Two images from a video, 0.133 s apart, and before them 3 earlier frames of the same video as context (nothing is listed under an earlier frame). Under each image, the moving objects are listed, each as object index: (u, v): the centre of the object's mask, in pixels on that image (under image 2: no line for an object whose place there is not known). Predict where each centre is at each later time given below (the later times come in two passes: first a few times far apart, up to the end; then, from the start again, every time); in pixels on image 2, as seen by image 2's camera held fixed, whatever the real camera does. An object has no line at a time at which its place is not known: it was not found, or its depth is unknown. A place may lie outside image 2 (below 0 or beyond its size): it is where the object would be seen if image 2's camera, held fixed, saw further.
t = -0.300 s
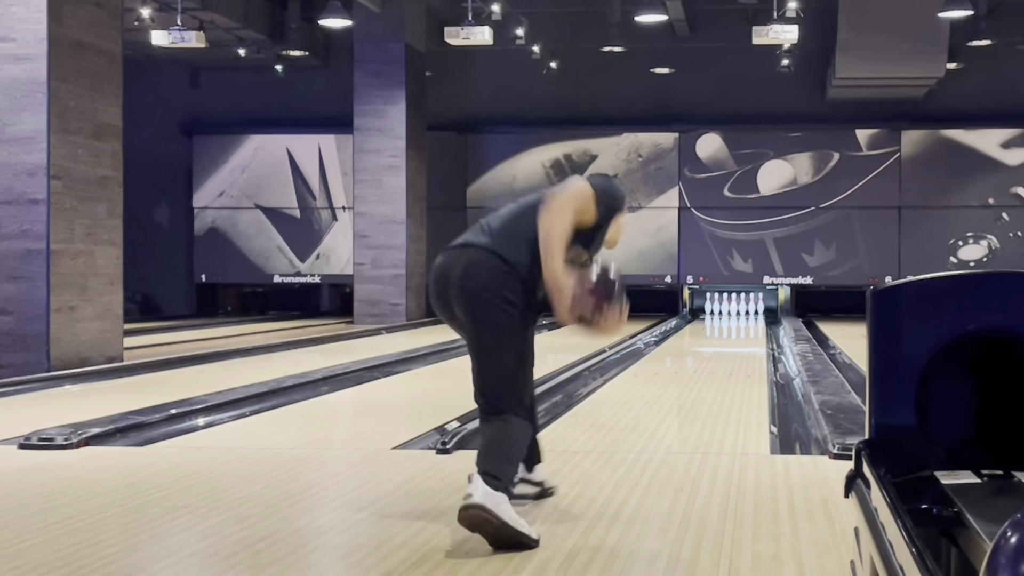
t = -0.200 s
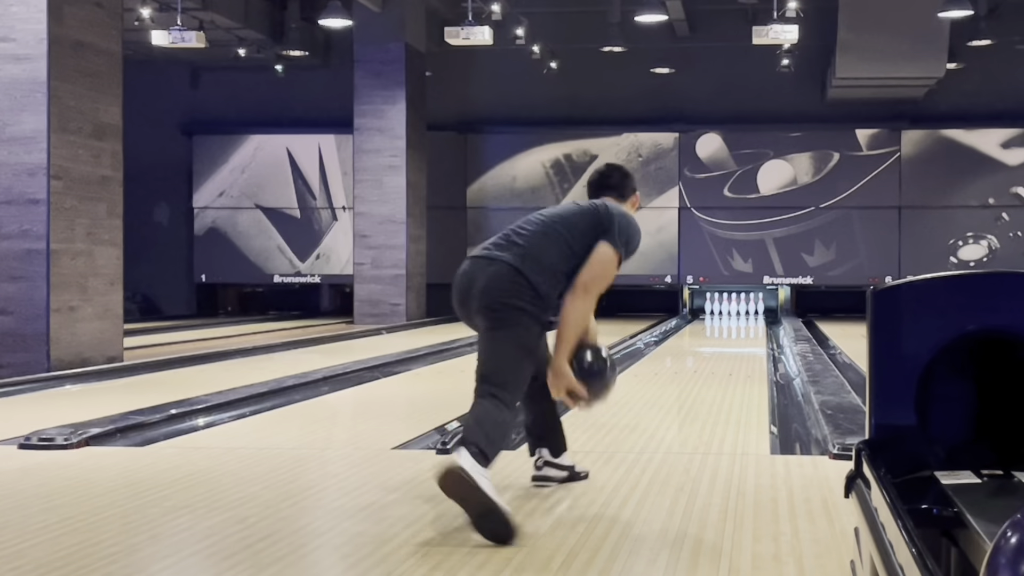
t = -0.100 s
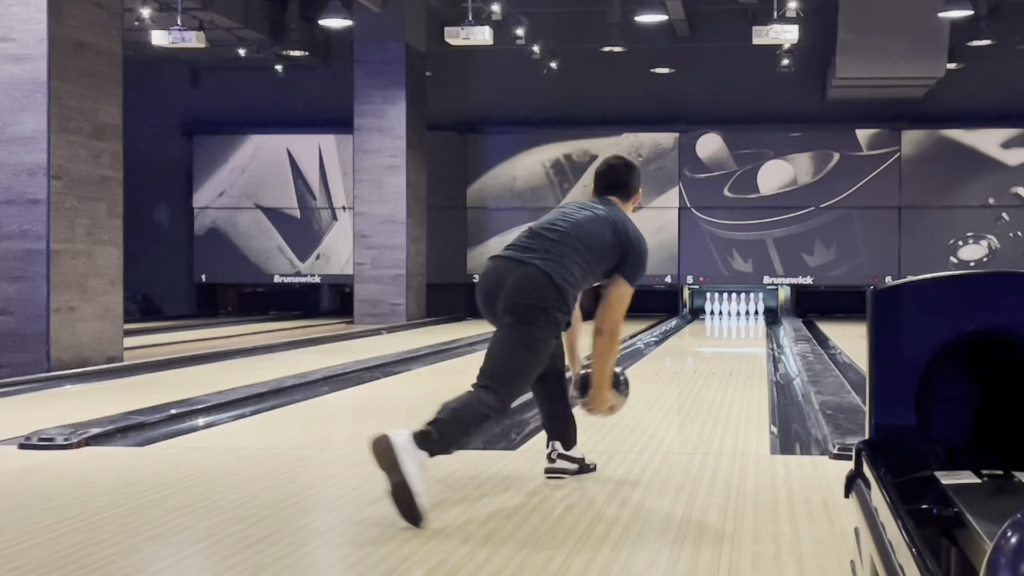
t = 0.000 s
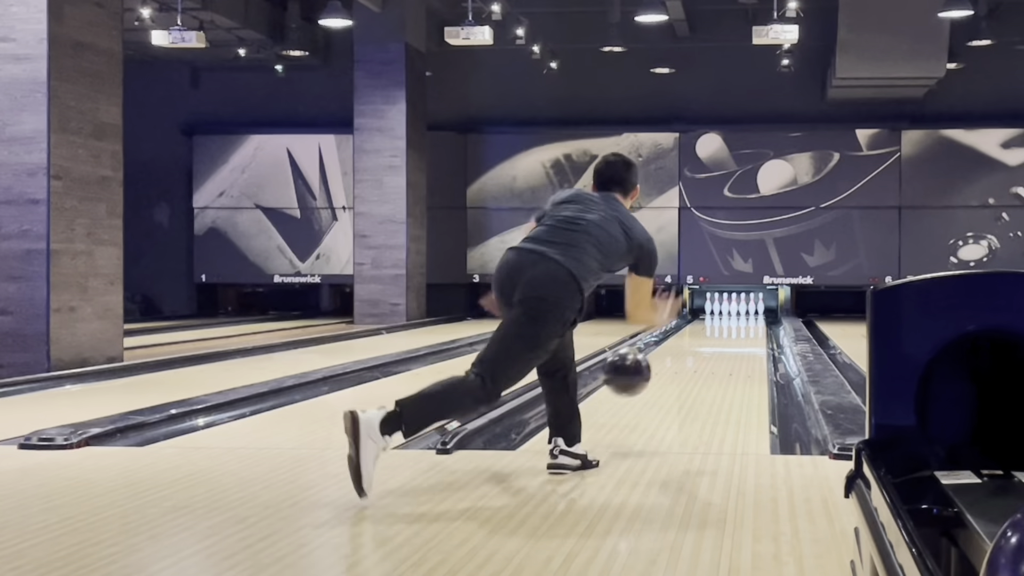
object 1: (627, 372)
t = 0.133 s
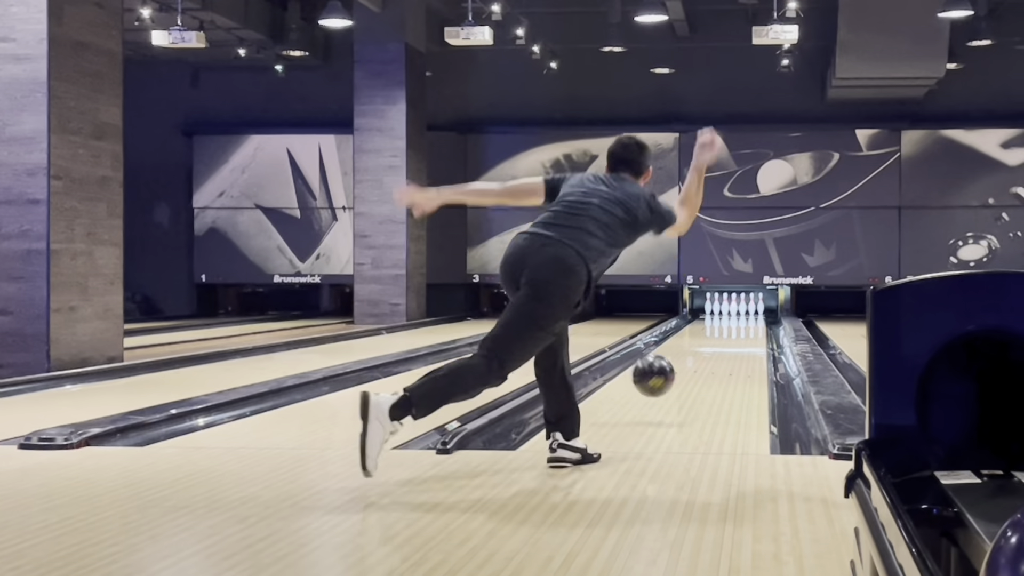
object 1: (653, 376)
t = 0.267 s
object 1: (674, 379)
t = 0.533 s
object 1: (702, 363)
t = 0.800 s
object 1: (720, 349)
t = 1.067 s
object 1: (733, 338)
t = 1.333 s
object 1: (742, 330)
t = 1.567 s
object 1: (747, 324)
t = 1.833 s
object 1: (751, 319)
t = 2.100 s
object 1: (751, 315)
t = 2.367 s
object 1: (747, 312)
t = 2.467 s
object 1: (744, 311)
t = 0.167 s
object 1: (659, 382)
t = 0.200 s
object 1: (664, 390)
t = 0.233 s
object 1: (669, 386)
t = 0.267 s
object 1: (674, 379)
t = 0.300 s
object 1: (678, 378)
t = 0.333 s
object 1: (682, 377)
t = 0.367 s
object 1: (686, 375)
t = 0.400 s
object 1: (689, 372)
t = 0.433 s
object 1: (693, 370)
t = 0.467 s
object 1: (696, 367)
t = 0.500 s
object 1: (699, 365)
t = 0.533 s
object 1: (702, 363)
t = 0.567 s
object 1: (705, 361)
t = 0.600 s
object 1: (707, 359)
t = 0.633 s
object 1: (710, 357)
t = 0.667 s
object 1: (712, 355)
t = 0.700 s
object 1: (714, 353)
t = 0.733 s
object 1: (716, 352)
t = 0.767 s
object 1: (718, 350)
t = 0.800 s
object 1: (720, 349)
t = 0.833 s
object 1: (722, 347)
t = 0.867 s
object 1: (724, 346)
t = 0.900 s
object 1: (726, 344)
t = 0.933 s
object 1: (727, 343)
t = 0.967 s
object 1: (729, 342)
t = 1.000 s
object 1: (730, 340)
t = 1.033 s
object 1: (731, 339)
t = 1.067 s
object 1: (733, 338)
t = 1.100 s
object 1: (734, 337)
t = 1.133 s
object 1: (735, 336)
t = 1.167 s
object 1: (737, 335)
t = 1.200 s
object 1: (738, 334)
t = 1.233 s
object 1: (739, 333)
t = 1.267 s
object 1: (740, 332)
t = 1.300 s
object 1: (741, 331)
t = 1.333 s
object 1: (742, 330)
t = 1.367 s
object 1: (743, 329)
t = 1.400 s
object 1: (744, 328)
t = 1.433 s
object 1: (744, 327)
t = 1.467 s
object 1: (745, 326)
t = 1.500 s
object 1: (746, 325)
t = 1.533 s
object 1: (747, 325)
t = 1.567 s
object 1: (747, 324)
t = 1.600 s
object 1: (748, 323)
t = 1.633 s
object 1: (749, 323)
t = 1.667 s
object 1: (749, 322)
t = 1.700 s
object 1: (750, 322)
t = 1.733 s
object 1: (750, 321)
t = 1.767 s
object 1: (750, 320)
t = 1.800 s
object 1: (751, 319)
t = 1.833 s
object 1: (751, 319)
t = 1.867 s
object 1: (752, 318)
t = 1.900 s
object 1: (752, 318)
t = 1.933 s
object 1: (752, 317)
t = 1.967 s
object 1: (752, 317)
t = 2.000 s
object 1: (752, 316)
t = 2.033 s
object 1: (752, 316)
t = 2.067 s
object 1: (752, 316)
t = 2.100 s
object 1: (751, 315)
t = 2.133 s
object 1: (751, 315)
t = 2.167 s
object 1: (751, 315)
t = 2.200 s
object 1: (750, 314)
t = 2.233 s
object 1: (750, 314)
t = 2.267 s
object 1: (749, 313)
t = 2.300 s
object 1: (748, 313)
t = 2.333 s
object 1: (747, 313)
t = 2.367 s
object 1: (747, 312)
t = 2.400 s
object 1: (746, 312)
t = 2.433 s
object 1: (745, 312)
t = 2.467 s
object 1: (744, 311)
